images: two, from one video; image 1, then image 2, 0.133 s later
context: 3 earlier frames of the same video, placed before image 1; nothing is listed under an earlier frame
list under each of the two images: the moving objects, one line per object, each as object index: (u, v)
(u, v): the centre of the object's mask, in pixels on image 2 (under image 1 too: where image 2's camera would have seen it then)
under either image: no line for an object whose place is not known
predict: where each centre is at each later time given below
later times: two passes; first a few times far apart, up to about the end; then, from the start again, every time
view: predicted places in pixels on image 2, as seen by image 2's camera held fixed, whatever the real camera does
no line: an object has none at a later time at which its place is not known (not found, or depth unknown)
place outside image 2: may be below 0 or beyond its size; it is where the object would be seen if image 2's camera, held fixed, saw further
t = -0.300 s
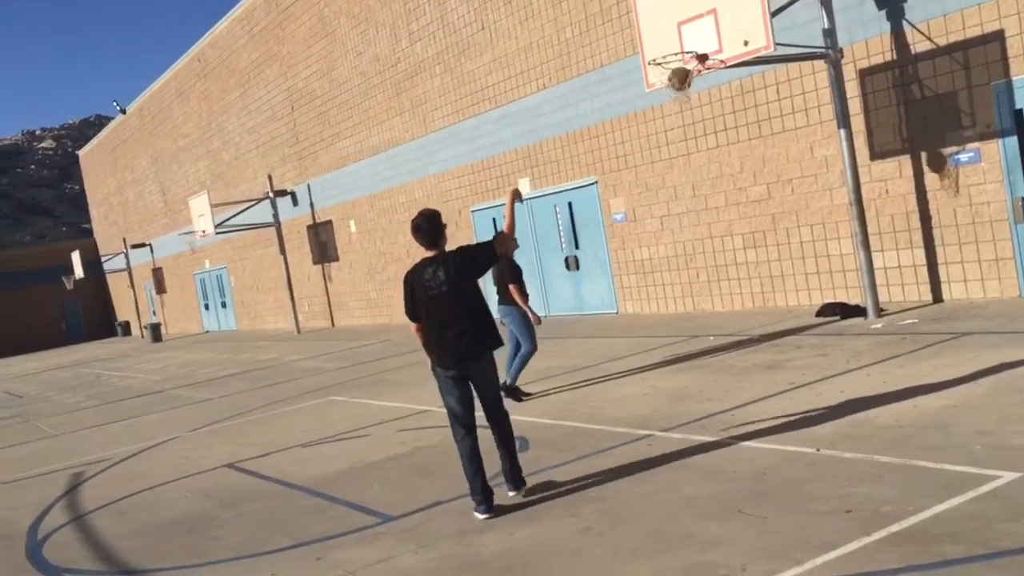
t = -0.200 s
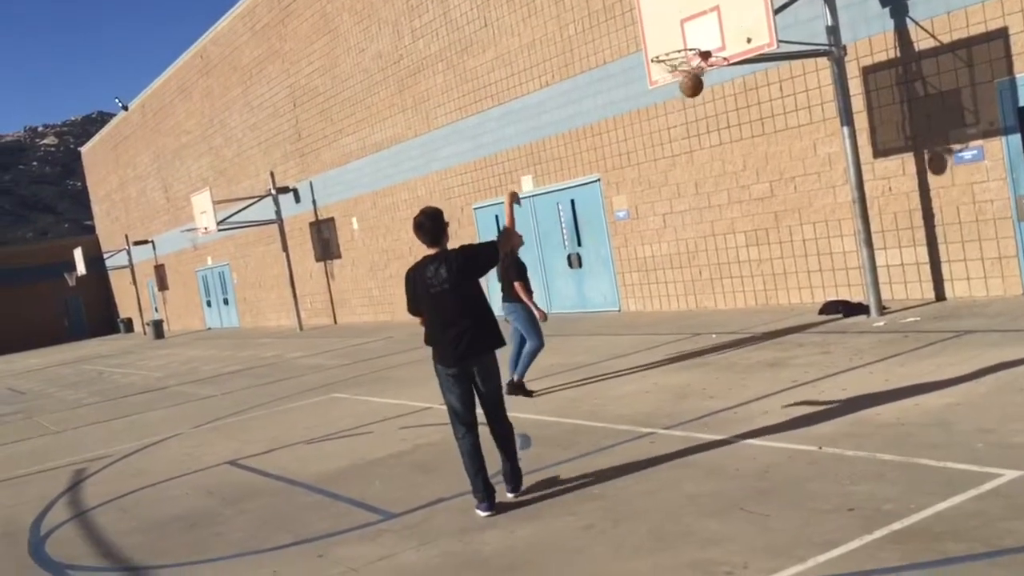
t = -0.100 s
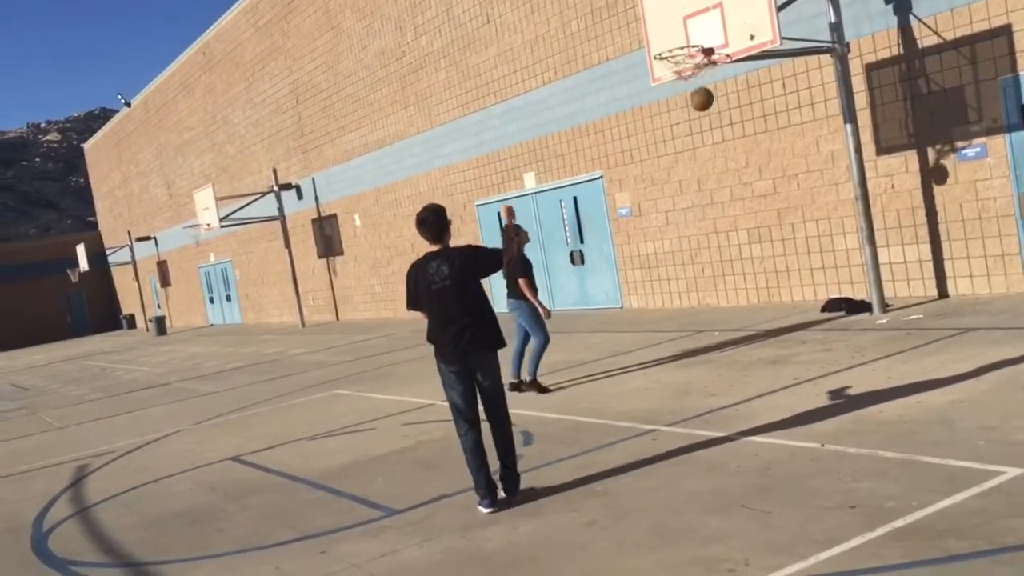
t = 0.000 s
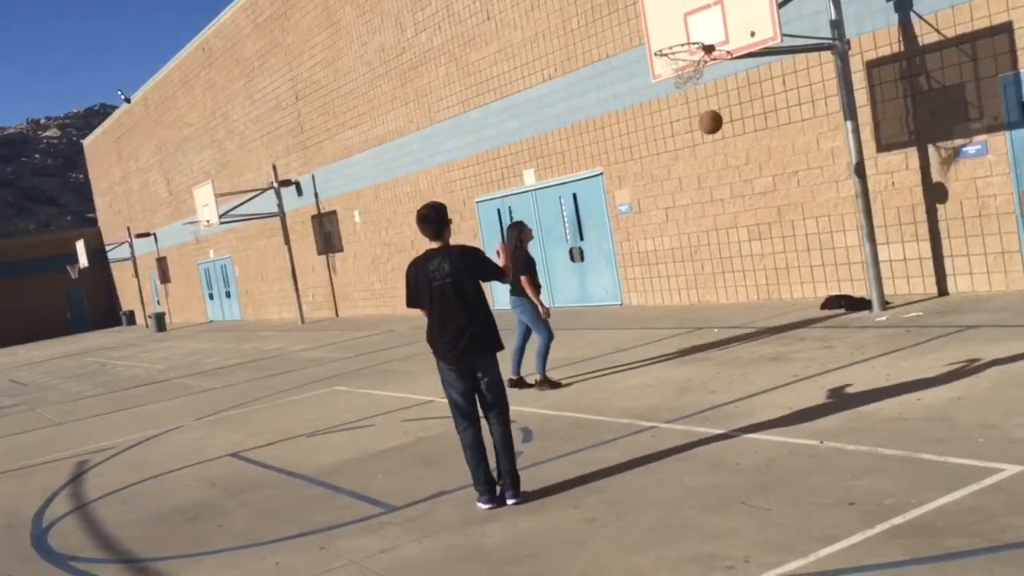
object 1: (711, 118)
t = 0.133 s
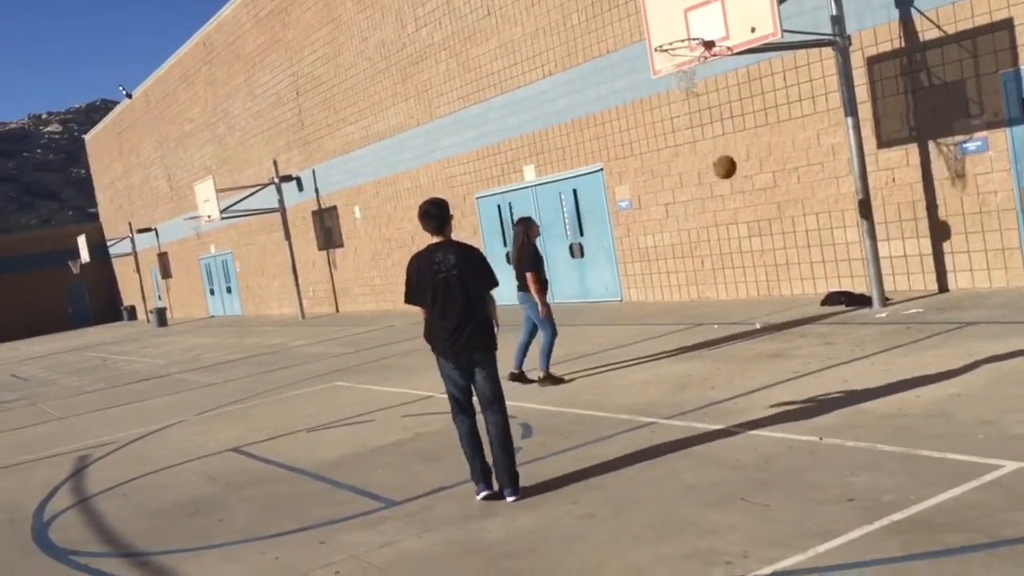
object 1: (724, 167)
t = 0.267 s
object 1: (741, 231)
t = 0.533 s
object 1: (755, 279)
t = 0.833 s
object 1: (742, 200)
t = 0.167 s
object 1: (728, 181)
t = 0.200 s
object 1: (732, 197)
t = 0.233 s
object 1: (737, 214)
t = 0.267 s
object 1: (741, 231)
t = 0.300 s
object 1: (745, 249)
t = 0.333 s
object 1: (750, 269)
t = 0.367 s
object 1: (754, 289)
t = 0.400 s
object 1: (760, 310)
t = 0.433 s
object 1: (763, 323)
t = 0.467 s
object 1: (760, 307)
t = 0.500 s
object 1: (758, 292)
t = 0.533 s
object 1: (755, 279)
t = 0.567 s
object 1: (754, 267)
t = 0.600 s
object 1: (752, 255)
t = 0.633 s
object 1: (750, 244)
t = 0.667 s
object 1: (748, 234)
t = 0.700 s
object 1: (746, 226)
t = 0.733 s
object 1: (745, 217)
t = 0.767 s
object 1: (744, 211)
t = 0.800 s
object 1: (743, 205)
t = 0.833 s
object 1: (742, 200)
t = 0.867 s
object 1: (741, 196)
